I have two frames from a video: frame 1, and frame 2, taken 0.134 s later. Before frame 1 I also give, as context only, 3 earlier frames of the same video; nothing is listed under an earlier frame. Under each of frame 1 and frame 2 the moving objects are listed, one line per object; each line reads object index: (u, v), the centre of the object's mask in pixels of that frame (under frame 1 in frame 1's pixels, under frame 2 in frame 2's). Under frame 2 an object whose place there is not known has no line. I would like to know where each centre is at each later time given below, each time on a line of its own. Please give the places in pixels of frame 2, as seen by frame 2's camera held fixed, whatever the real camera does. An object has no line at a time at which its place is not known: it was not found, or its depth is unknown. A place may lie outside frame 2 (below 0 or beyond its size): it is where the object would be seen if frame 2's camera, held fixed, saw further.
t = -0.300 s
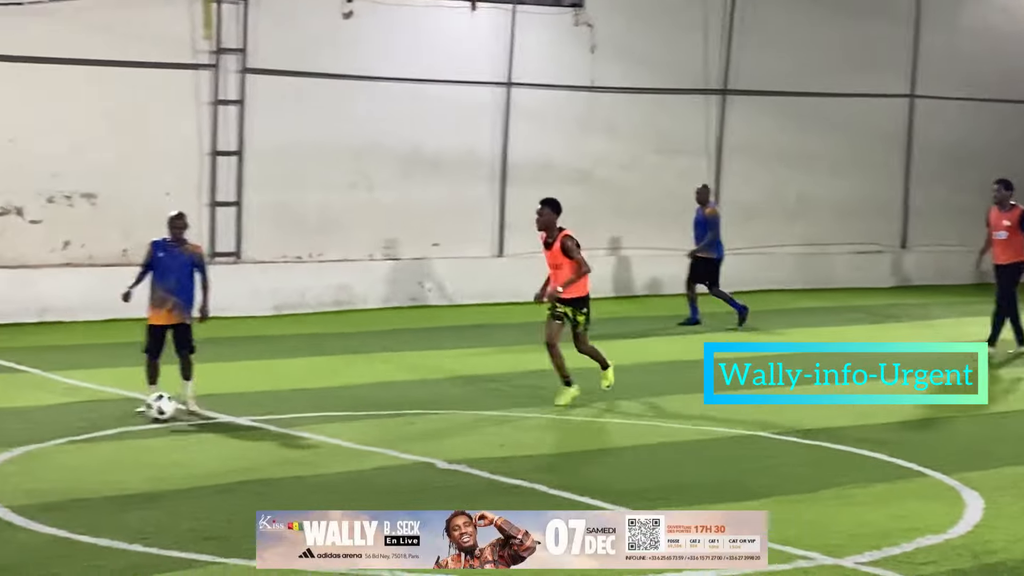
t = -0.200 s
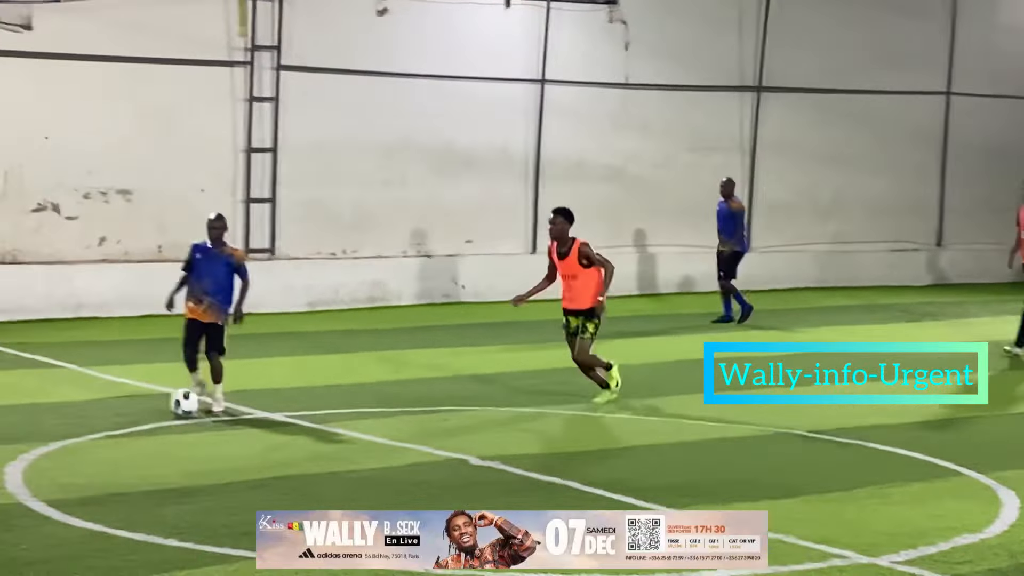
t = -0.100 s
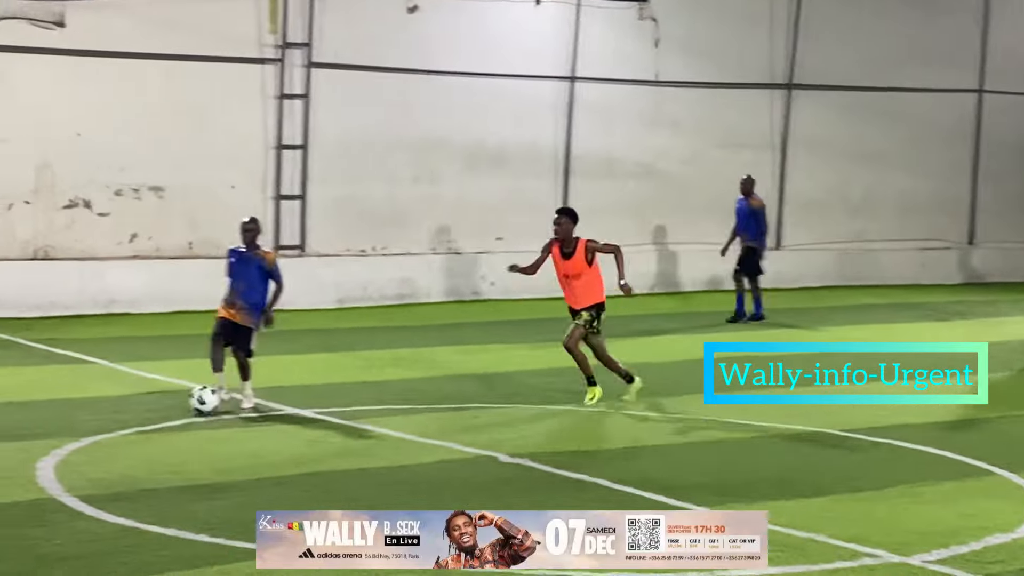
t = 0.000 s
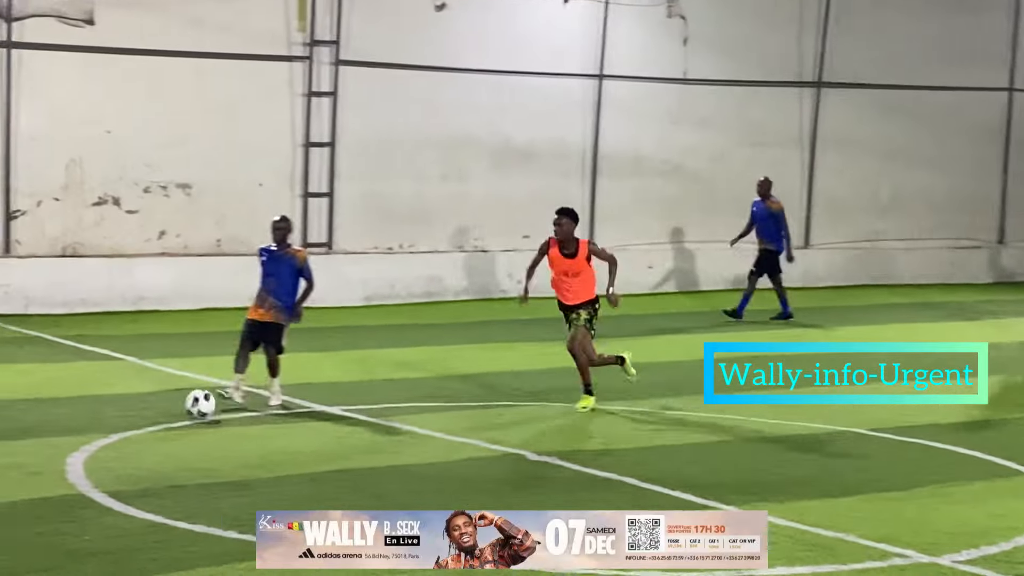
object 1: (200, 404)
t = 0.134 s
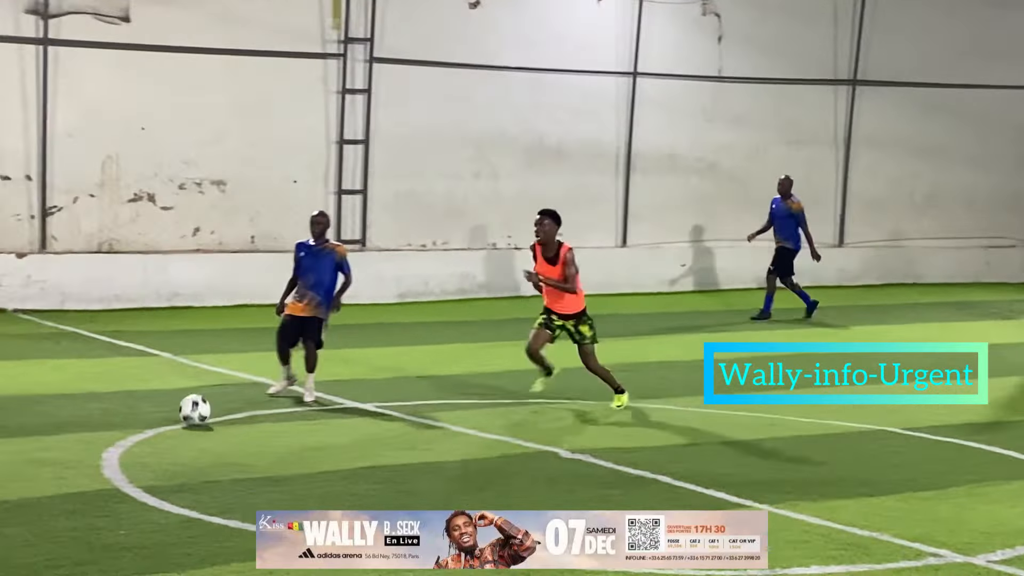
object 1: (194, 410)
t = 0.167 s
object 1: (184, 413)
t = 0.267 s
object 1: (157, 419)
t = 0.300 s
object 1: (150, 420)
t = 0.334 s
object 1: (142, 422)
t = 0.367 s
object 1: (132, 425)
